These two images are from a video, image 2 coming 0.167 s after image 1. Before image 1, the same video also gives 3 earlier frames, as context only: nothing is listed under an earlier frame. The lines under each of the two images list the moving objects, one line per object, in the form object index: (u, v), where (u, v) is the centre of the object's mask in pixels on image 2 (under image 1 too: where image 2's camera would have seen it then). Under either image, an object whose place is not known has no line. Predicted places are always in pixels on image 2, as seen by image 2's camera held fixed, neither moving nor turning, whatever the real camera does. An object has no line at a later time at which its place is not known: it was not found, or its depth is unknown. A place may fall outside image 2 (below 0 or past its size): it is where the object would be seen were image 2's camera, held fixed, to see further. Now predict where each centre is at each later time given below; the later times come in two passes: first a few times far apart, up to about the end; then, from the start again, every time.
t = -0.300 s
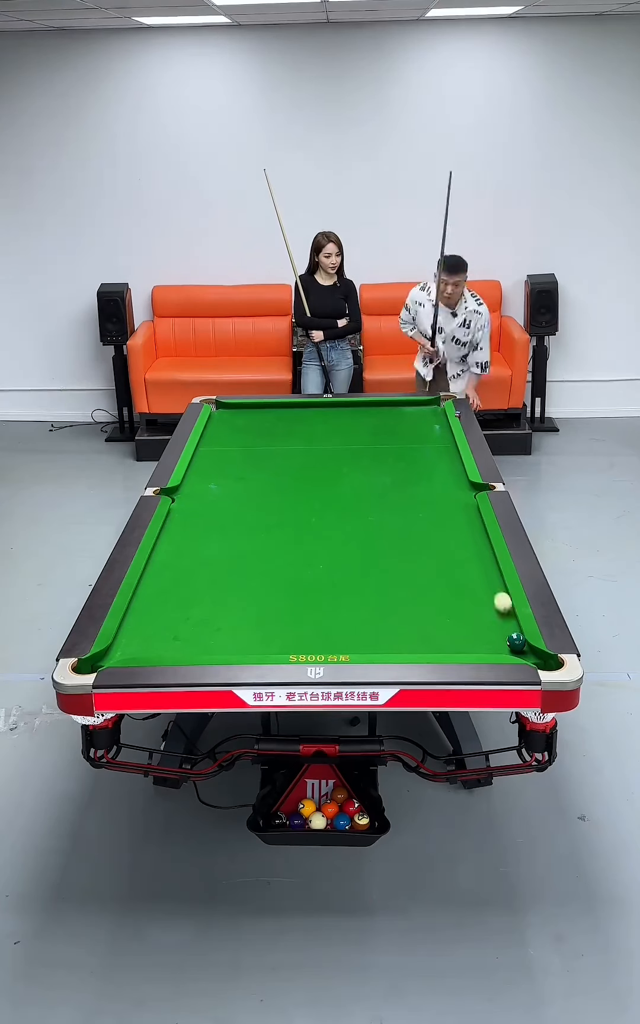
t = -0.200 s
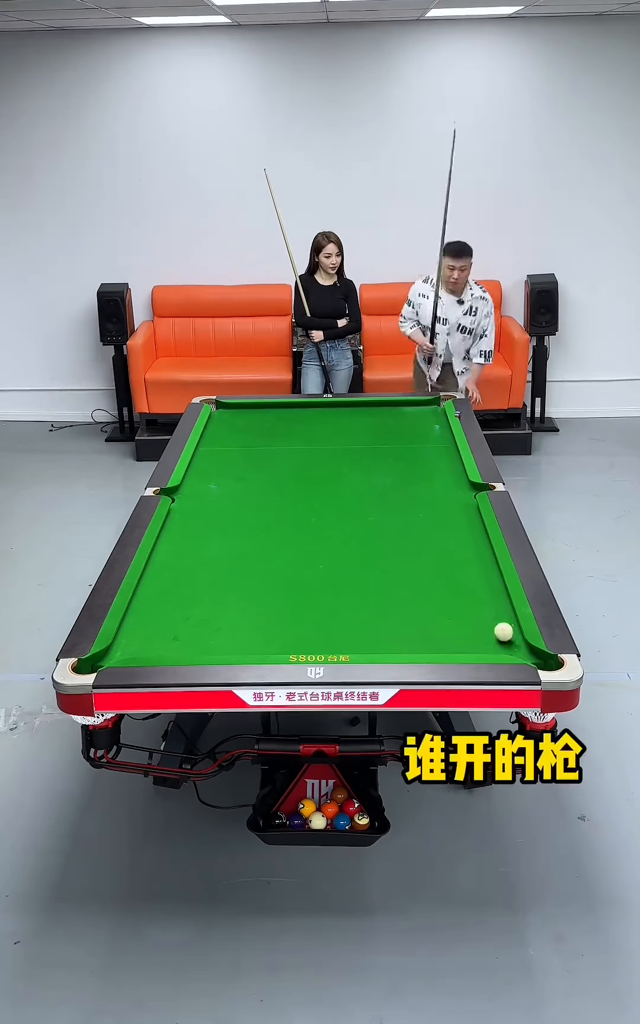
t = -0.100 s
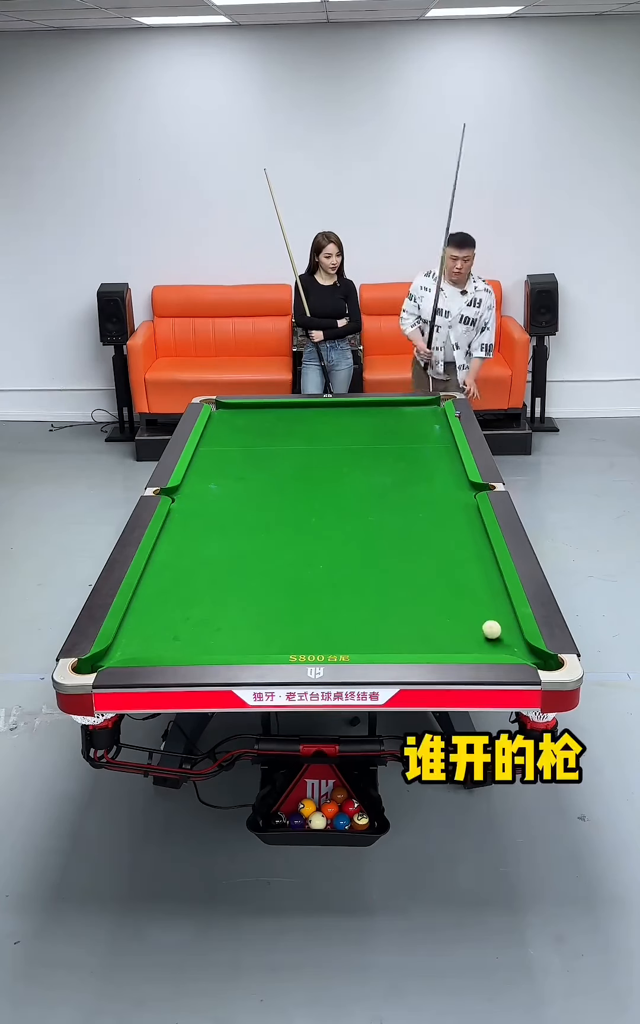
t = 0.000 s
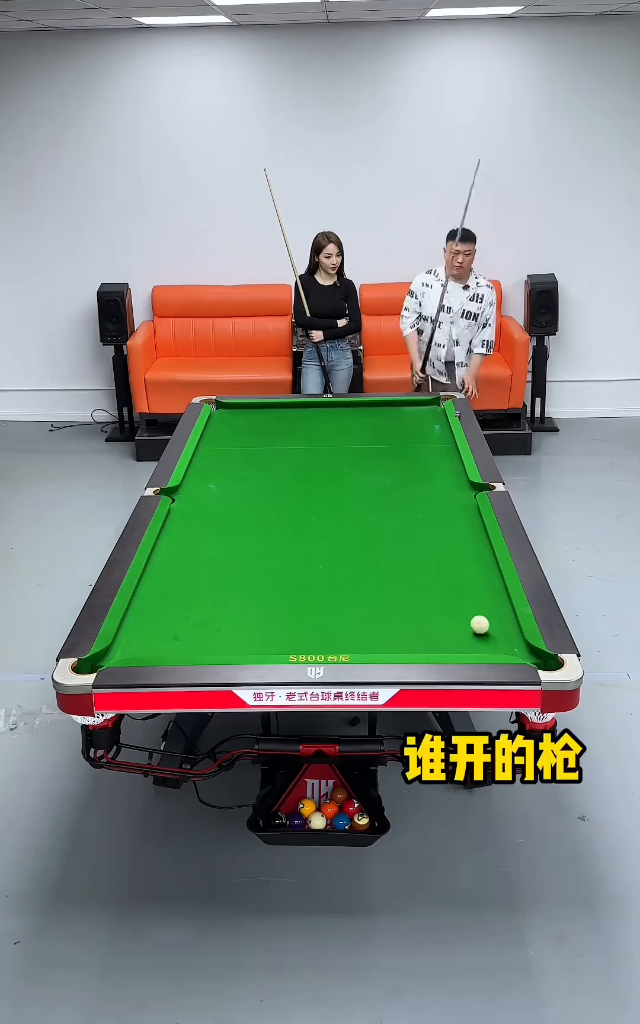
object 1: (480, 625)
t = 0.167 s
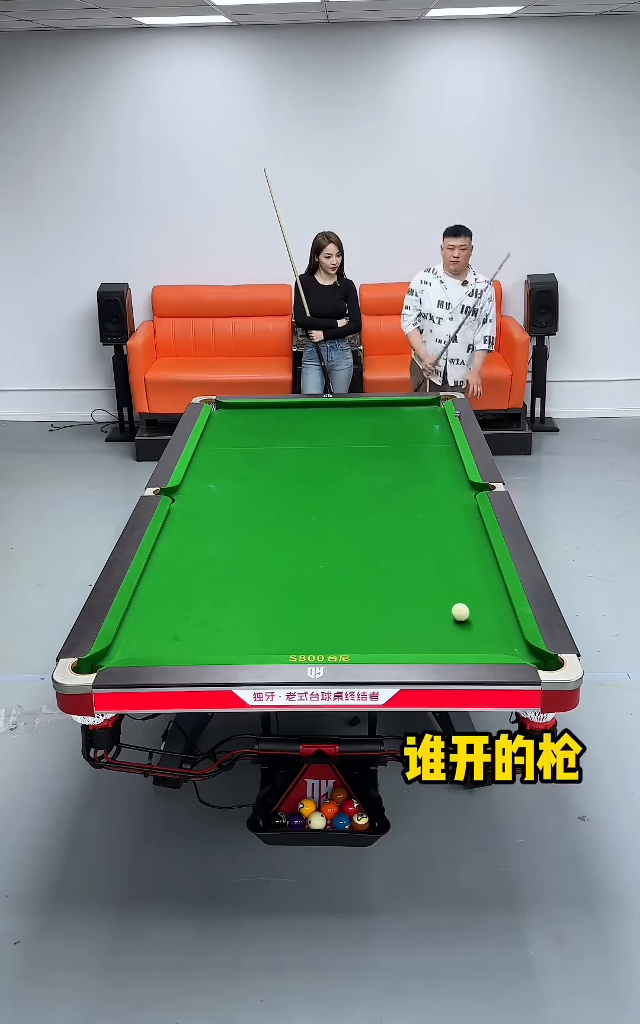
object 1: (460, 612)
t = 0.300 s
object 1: (445, 598)
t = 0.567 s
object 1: (418, 564)
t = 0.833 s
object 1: (395, 524)
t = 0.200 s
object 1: (457, 609)
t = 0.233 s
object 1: (453, 606)
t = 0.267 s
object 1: (449, 602)
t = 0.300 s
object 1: (445, 598)
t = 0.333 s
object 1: (442, 595)
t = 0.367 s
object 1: (438, 591)
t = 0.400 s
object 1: (435, 587)
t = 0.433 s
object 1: (432, 582)
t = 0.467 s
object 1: (428, 578)
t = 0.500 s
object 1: (425, 573)
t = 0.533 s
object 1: (422, 569)
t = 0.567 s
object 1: (418, 564)
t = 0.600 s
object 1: (415, 559)
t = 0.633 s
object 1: (412, 554)
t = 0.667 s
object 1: (409, 549)
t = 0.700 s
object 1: (406, 544)
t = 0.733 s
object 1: (403, 539)
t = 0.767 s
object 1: (400, 534)
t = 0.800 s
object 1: (397, 529)
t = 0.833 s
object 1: (395, 524)
